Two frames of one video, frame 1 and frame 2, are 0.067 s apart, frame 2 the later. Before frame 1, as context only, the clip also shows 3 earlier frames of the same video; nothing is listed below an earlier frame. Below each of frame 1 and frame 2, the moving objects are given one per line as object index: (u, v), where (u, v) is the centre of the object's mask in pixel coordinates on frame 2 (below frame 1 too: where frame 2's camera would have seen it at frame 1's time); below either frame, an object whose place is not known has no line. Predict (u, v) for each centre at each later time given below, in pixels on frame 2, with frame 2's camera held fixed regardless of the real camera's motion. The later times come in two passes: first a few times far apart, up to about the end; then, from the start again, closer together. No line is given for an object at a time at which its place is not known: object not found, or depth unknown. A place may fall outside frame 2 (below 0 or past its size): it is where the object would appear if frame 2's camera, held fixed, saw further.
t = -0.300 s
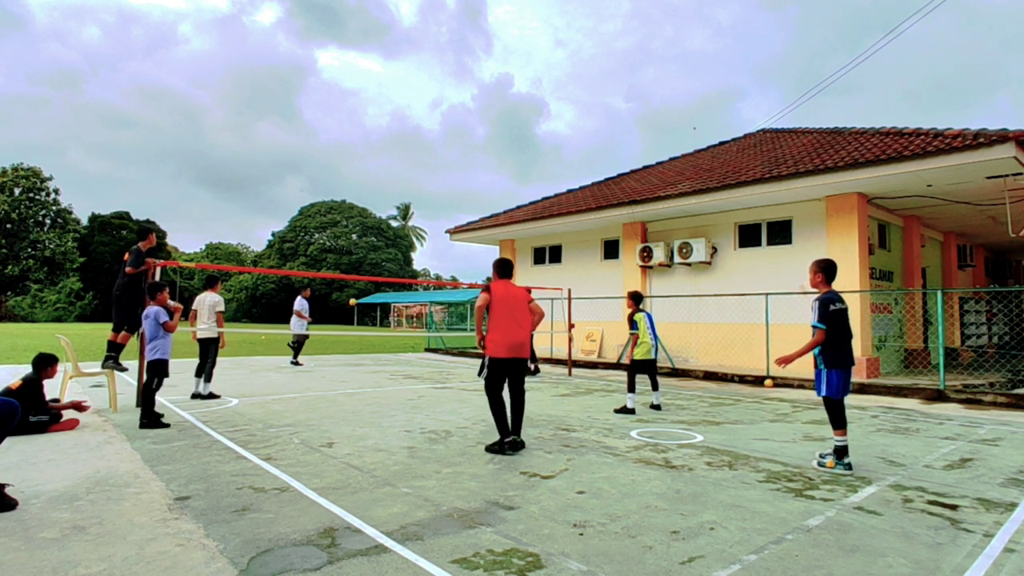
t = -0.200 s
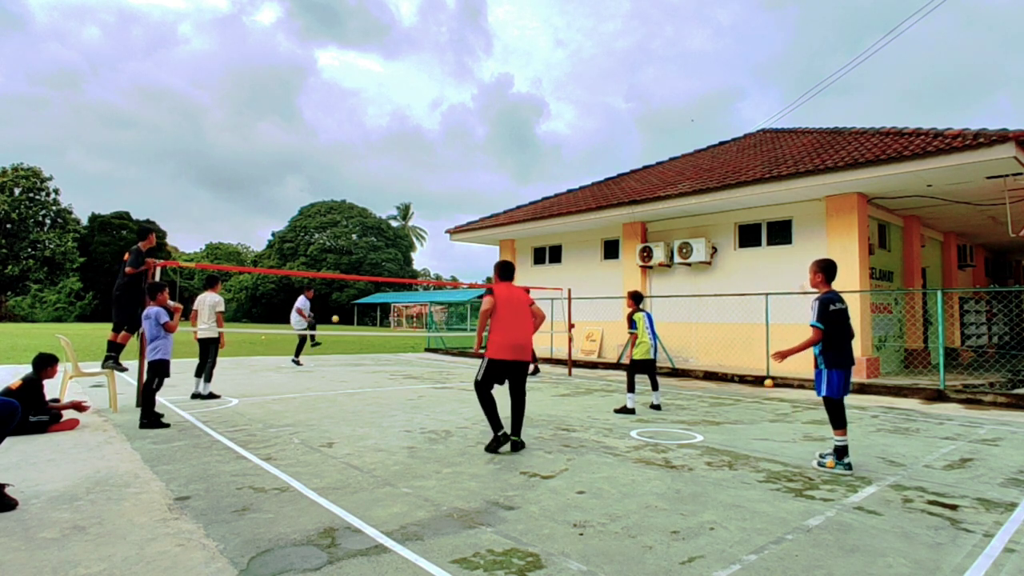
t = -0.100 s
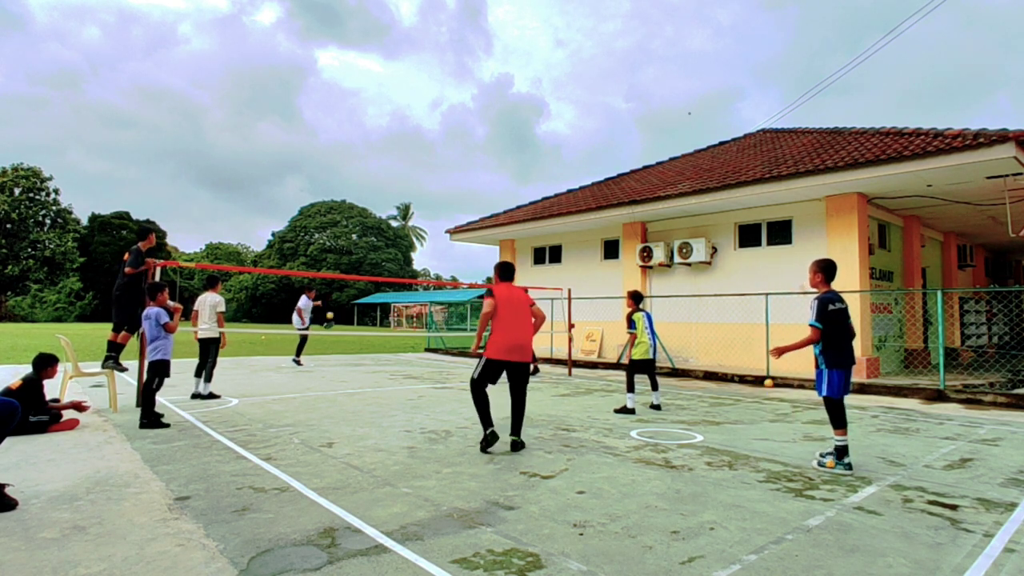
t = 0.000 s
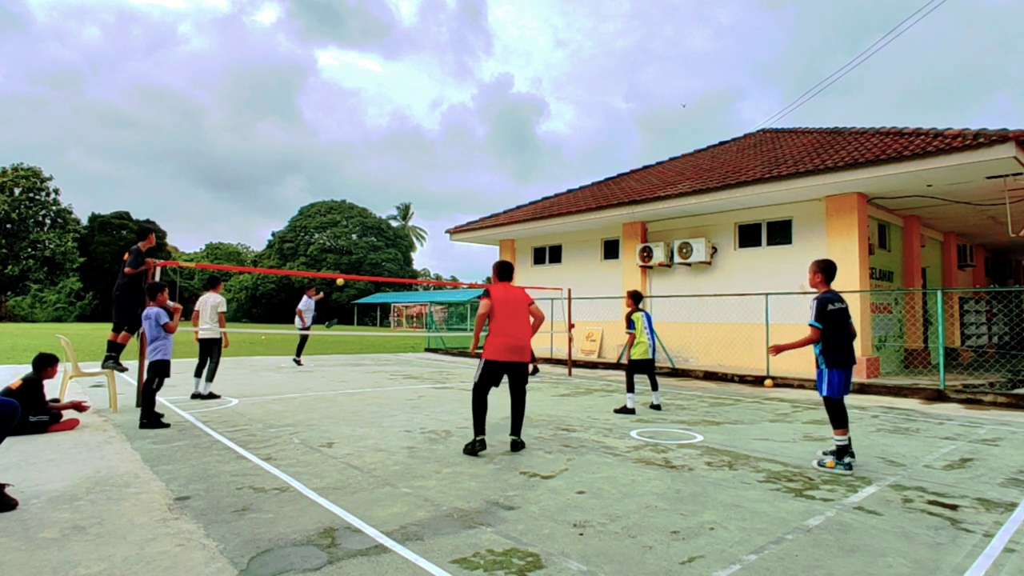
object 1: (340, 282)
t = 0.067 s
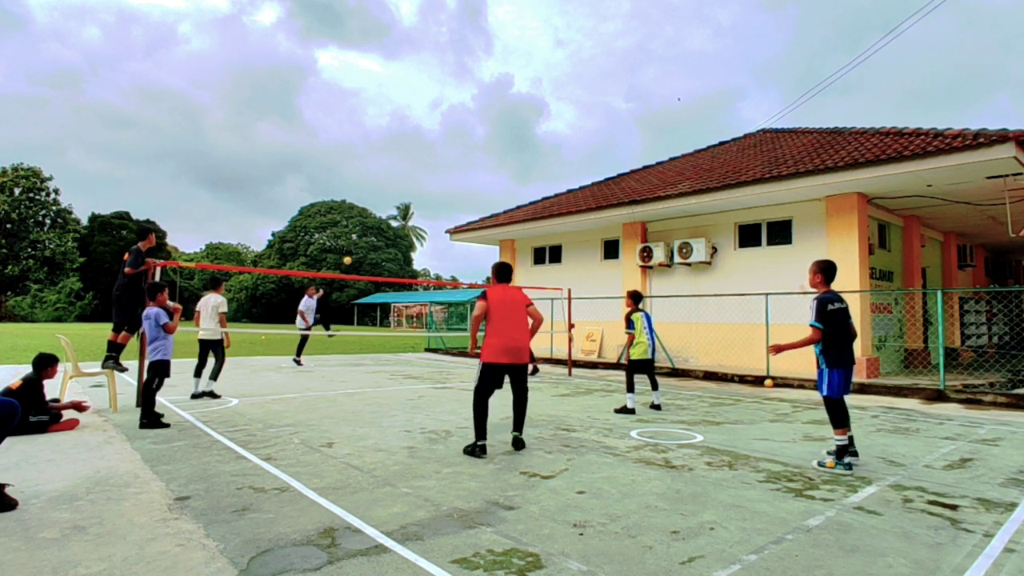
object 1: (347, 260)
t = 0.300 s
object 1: (377, 196)
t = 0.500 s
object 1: (407, 156)
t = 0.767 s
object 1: (463, 135)
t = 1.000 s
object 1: (535, 173)
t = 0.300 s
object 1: (377, 196)
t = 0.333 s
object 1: (381, 188)
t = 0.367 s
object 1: (386, 181)
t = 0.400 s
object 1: (391, 174)
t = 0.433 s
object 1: (396, 168)
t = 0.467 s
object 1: (401, 161)
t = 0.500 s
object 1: (407, 156)
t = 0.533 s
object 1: (413, 151)
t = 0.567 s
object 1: (419, 147)
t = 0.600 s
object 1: (426, 143)
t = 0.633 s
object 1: (432, 140)
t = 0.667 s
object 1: (439, 138)
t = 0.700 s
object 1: (447, 136)
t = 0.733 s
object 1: (454, 135)
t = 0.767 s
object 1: (463, 135)
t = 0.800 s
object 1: (471, 136)
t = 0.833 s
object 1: (480, 139)
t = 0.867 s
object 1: (490, 143)
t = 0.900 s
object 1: (500, 148)
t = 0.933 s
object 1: (511, 155)
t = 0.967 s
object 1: (523, 163)
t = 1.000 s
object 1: (535, 173)
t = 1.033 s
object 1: (548, 185)
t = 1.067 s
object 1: (562, 199)
